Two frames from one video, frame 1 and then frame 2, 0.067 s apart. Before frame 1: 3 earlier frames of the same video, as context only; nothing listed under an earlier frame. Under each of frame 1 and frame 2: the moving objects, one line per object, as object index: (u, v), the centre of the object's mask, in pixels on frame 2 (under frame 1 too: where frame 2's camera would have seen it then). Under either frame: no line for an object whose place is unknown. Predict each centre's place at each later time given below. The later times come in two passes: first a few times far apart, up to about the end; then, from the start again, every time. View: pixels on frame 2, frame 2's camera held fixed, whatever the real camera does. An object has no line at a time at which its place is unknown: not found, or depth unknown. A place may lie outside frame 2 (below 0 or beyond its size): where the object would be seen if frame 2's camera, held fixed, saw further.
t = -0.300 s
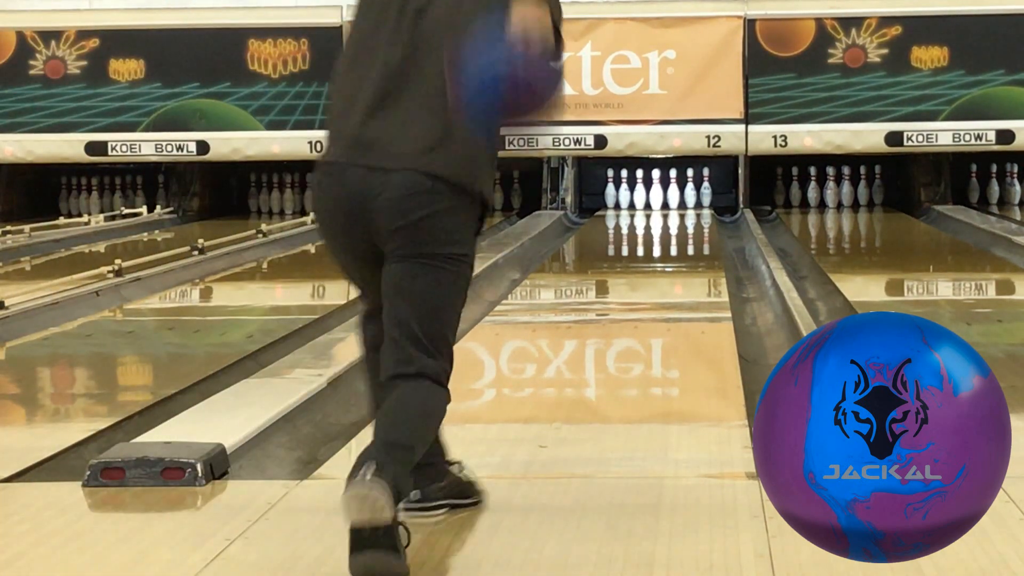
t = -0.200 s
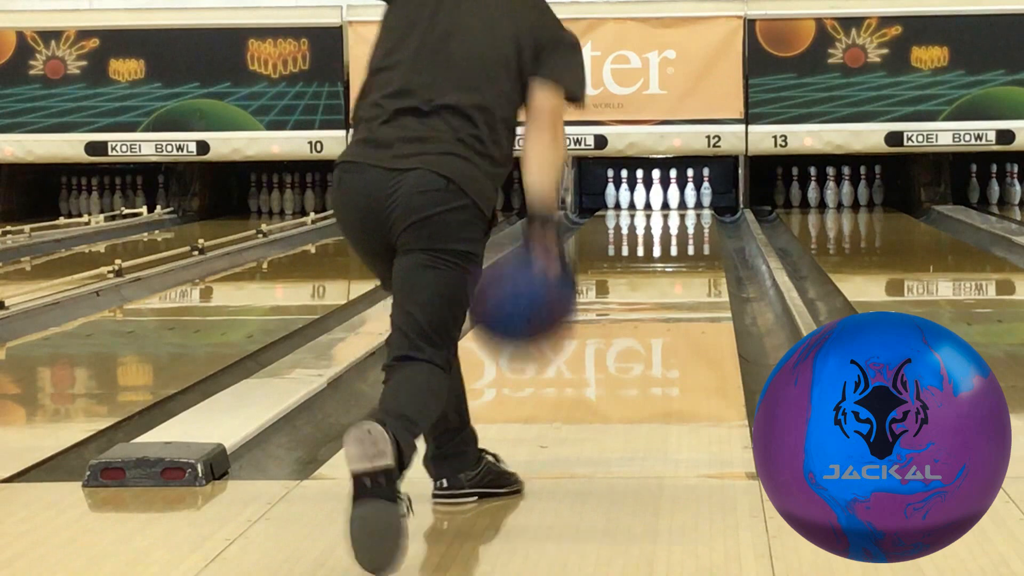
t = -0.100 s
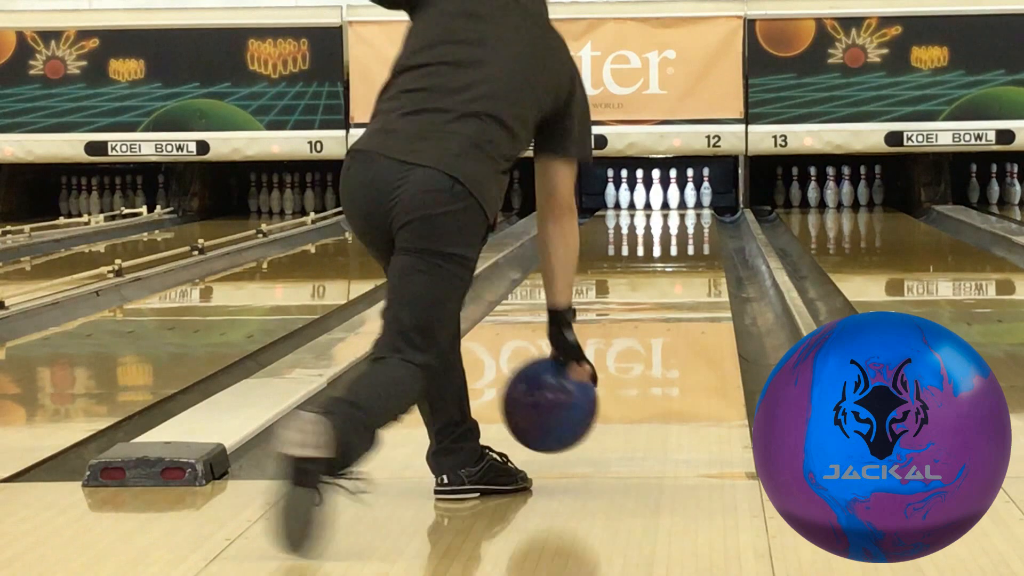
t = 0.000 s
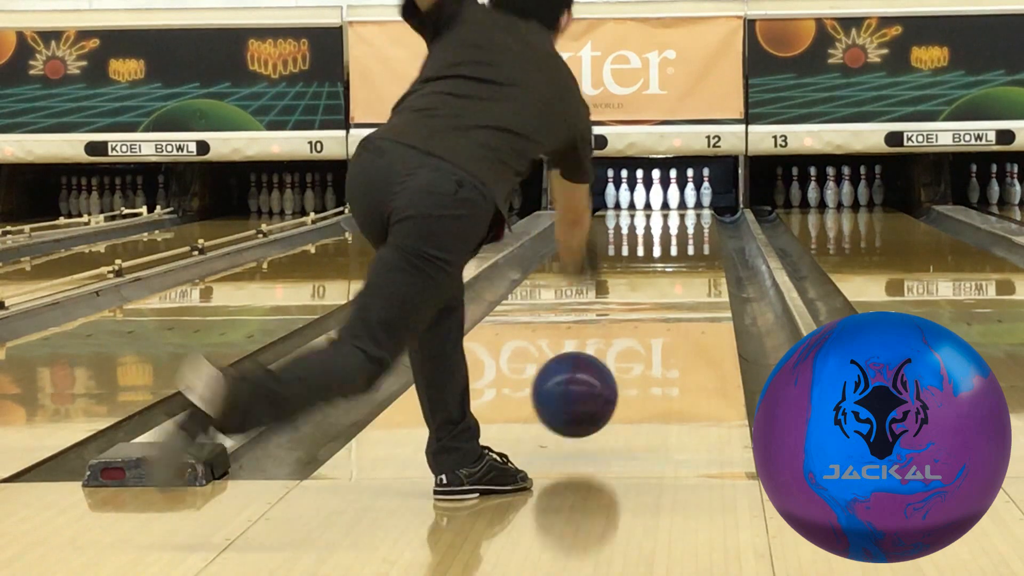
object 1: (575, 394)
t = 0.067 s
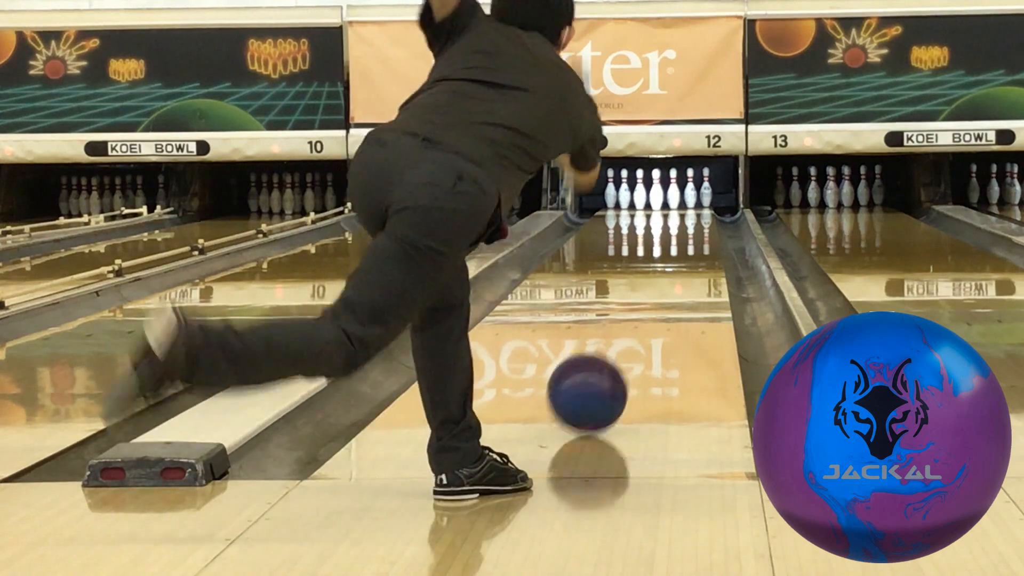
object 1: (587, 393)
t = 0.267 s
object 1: (616, 349)
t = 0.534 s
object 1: (642, 307)
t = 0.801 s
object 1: (659, 278)
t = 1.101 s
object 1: (673, 254)
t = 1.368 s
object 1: (681, 239)
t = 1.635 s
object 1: (685, 227)
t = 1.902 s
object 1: (686, 218)
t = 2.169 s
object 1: (682, 210)
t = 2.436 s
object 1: (673, 204)
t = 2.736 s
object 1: (662, 199)
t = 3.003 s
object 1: (650, 197)
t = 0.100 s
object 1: (593, 381)
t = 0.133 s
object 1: (598, 375)
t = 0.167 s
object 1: (602, 369)
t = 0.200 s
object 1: (607, 362)
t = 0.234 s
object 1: (612, 356)
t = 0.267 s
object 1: (616, 349)
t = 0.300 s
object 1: (620, 343)
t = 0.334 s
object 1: (624, 336)
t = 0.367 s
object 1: (627, 331)
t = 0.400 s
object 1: (630, 325)
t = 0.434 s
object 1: (634, 321)
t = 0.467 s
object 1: (637, 316)
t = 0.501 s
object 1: (639, 311)
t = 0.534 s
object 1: (642, 307)
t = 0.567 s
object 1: (644, 303)
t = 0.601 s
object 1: (647, 299)
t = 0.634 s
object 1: (649, 295)
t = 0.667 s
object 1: (651, 291)
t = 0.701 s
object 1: (654, 288)
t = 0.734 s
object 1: (656, 284)
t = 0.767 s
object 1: (658, 281)
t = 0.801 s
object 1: (659, 278)
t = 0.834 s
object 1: (661, 275)
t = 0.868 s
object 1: (663, 272)
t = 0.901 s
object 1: (664, 269)
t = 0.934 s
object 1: (666, 267)
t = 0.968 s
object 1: (667, 264)
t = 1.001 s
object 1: (669, 261)
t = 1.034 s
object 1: (670, 259)
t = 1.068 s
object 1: (672, 256)
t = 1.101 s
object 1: (673, 254)
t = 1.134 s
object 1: (674, 252)
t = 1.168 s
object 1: (676, 249)
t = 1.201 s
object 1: (677, 248)
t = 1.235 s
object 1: (678, 246)
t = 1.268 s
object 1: (679, 244)
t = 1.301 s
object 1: (679, 242)
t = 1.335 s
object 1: (680, 240)
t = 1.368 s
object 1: (681, 239)
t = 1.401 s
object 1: (682, 237)
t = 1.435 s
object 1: (683, 236)
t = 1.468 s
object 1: (683, 234)
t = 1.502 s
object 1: (684, 233)
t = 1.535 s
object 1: (684, 231)
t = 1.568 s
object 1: (685, 230)
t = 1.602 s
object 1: (685, 229)
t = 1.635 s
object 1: (685, 227)
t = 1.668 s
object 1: (685, 226)
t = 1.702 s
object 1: (686, 225)
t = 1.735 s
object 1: (686, 224)
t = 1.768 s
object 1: (686, 223)
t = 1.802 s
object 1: (686, 222)
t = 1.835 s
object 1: (686, 220)
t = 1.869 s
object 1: (686, 219)
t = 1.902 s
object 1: (686, 218)
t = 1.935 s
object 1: (686, 217)
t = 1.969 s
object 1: (686, 216)
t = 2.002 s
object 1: (685, 215)
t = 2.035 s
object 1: (685, 214)
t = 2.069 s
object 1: (684, 213)
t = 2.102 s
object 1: (683, 212)
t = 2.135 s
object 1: (683, 211)
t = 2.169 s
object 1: (682, 210)
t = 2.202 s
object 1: (681, 209)
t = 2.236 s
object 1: (680, 208)
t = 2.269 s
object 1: (679, 207)
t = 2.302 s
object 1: (678, 206)
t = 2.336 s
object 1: (677, 205)
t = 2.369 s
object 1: (676, 205)
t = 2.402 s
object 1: (675, 204)
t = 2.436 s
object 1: (673, 204)
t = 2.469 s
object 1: (672, 203)
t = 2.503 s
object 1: (671, 202)
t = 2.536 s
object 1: (669, 201)
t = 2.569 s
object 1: (667, 201)
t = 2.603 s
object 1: (666, 201)
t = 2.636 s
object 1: (664, 200)
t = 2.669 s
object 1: (663, 200)
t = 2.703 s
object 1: (661, 199)
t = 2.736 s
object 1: (662, 199)
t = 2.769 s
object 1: (661, 199)
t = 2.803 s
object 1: (660, 198)
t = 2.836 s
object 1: (658, 198)
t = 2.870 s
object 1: (657, 198)
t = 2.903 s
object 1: (655, 198)
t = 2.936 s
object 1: (653, 198)
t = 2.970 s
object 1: (651, 198)
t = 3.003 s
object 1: (650, 197)
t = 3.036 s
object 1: (648, 196)
